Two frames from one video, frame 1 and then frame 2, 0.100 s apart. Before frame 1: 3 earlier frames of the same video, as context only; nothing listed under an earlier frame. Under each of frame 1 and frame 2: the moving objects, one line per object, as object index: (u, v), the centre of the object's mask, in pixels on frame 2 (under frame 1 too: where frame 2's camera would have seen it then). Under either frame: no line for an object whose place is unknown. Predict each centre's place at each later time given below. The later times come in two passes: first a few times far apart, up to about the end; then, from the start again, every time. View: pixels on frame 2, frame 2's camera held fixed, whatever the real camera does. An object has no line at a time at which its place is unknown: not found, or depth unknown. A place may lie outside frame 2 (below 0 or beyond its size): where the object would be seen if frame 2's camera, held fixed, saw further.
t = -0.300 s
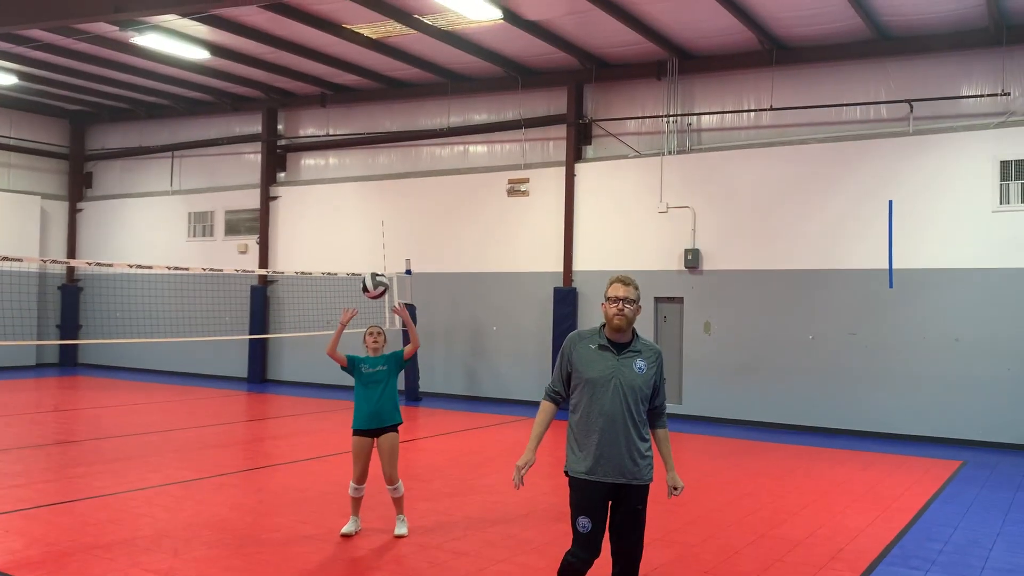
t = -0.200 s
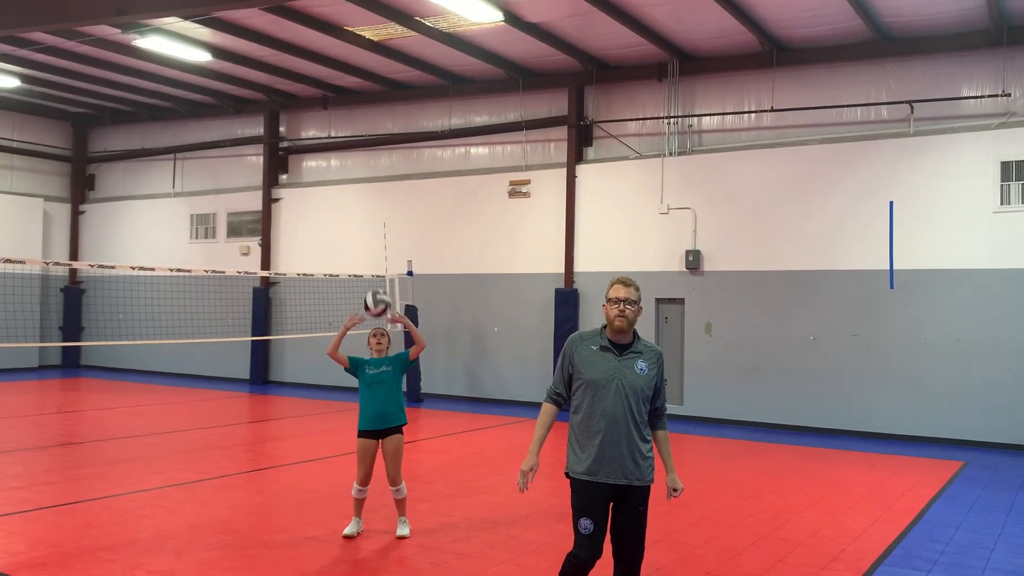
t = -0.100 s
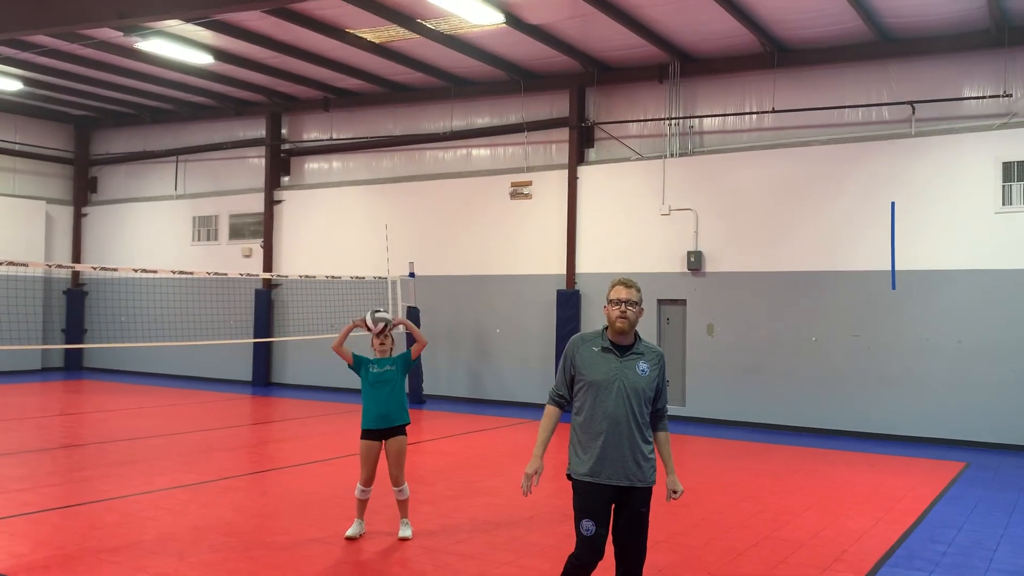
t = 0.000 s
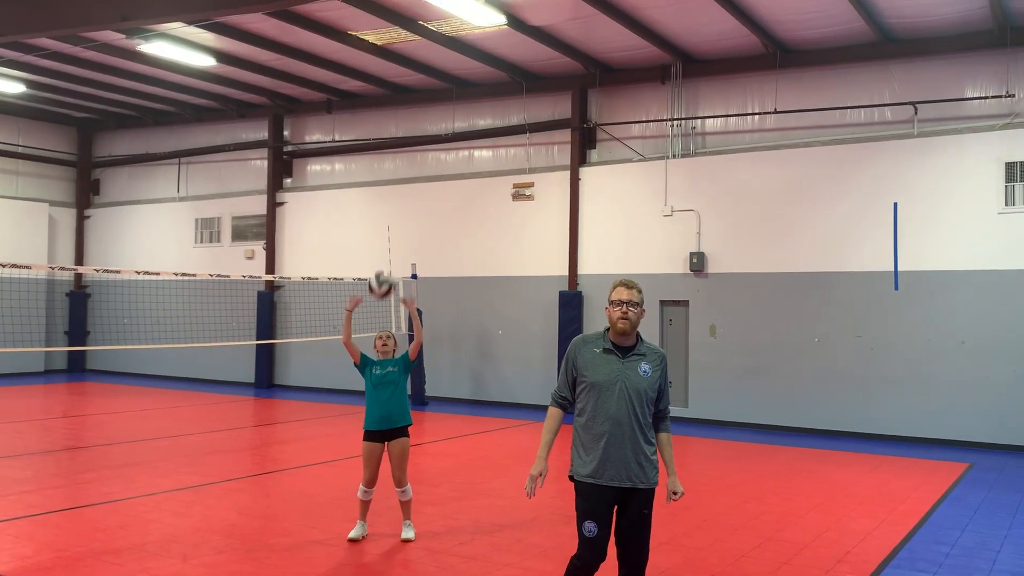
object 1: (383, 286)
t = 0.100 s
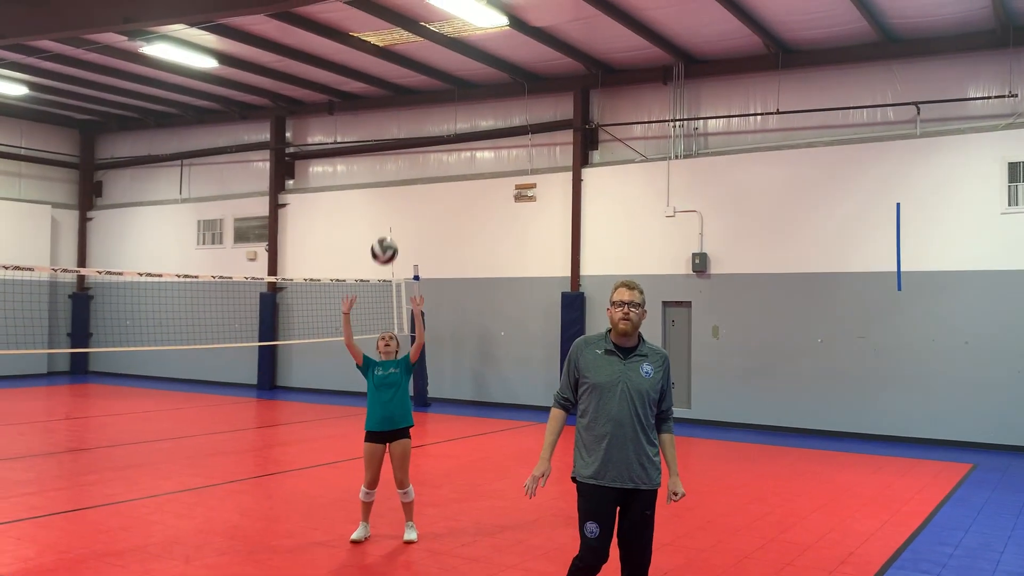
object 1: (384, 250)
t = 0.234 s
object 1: (384, 224)
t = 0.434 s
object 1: (384, 224)
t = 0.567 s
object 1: (383, 253)
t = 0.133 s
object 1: (384, 242)
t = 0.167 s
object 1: (384, 234)
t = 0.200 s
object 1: (384, 228)
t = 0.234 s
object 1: (384, 224)
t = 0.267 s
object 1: (384, 220)
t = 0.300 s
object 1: (384, 218)
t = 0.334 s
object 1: (384, 218)
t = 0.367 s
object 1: (384, 218)
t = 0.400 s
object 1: (384, 221)
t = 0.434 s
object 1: (384, 224)
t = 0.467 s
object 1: (383, 229)
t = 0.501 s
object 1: (383, 235)
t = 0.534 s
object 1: (383, 243)
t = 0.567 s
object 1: (383, 253)
